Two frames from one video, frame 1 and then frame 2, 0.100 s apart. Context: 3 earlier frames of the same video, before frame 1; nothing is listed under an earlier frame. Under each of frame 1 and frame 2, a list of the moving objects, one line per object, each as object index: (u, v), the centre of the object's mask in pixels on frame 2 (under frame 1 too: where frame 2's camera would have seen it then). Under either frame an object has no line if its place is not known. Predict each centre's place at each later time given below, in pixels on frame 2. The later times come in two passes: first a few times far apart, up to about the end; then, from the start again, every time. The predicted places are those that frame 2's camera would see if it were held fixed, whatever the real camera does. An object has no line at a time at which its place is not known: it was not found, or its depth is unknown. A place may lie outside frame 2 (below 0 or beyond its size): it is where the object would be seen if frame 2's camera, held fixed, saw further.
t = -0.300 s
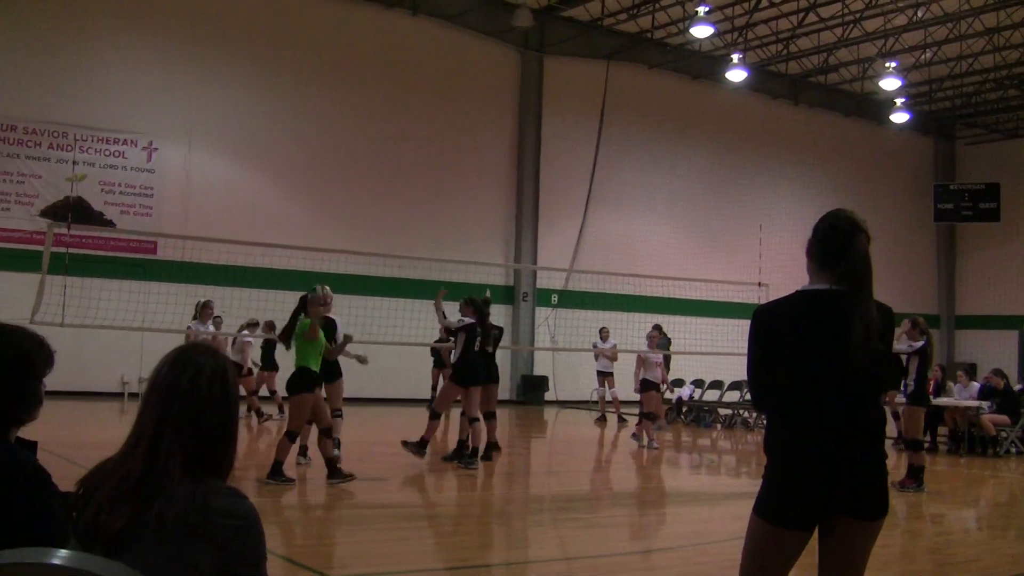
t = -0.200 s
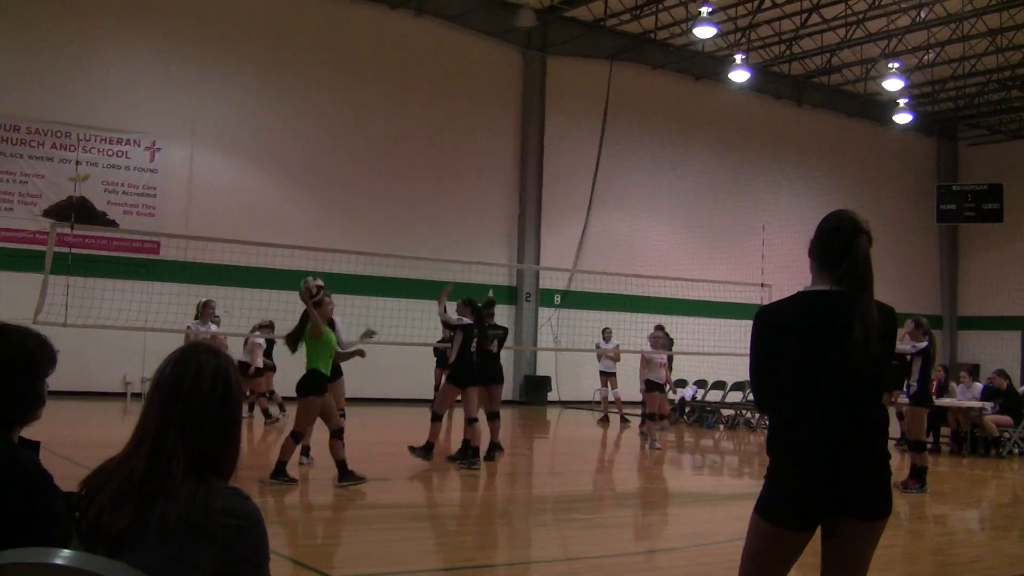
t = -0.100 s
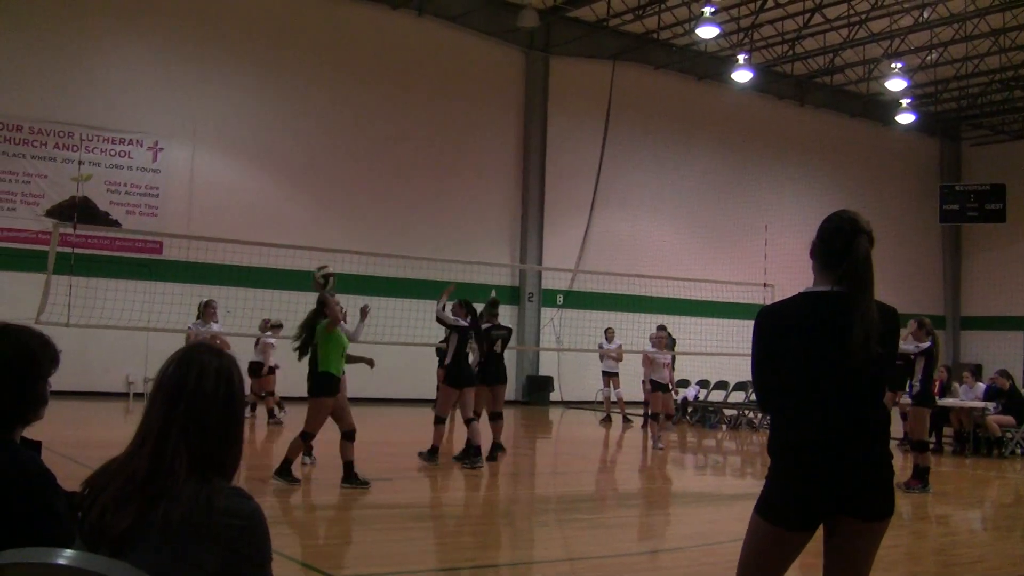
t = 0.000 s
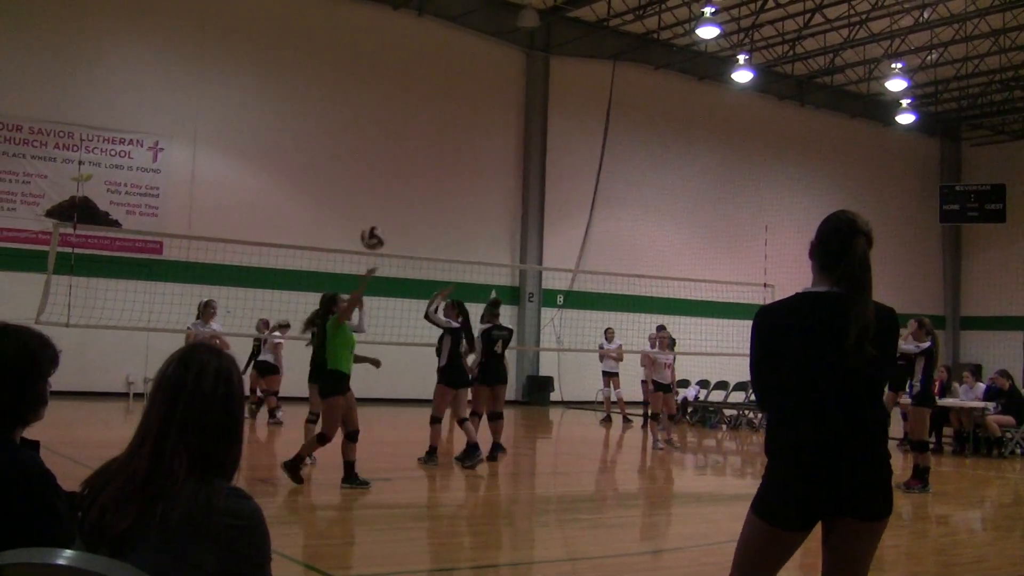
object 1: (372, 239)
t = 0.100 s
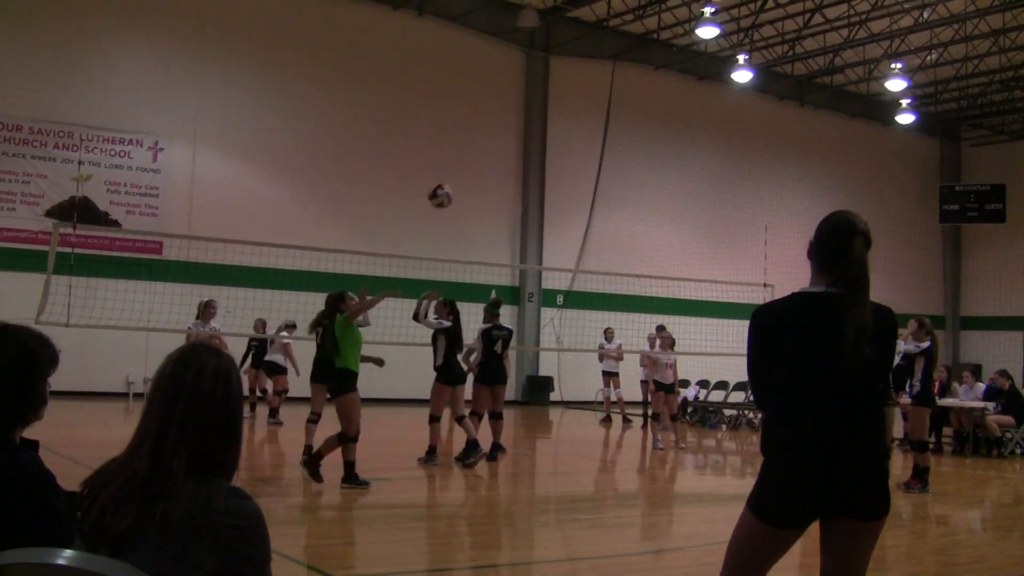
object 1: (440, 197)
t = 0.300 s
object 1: (577, 144)
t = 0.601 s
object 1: (785, 157)
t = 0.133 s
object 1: (464, 184)
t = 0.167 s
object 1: (486, 174)
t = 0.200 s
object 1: (509, 165)
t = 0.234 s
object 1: (534, 156)
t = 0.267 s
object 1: (556, 150)
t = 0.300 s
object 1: (577, 144)
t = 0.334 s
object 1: (601, 141)
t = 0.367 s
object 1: (624, 138)
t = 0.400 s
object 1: (646, 137)
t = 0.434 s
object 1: (670, 137)
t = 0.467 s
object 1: (693, 138)
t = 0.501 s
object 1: (716, 141)
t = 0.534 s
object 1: (739, 145)
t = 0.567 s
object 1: (762, 151)
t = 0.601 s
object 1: (785, 157)
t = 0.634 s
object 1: (808, 165)
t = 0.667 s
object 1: (831, 175)
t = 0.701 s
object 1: (853, 187)
